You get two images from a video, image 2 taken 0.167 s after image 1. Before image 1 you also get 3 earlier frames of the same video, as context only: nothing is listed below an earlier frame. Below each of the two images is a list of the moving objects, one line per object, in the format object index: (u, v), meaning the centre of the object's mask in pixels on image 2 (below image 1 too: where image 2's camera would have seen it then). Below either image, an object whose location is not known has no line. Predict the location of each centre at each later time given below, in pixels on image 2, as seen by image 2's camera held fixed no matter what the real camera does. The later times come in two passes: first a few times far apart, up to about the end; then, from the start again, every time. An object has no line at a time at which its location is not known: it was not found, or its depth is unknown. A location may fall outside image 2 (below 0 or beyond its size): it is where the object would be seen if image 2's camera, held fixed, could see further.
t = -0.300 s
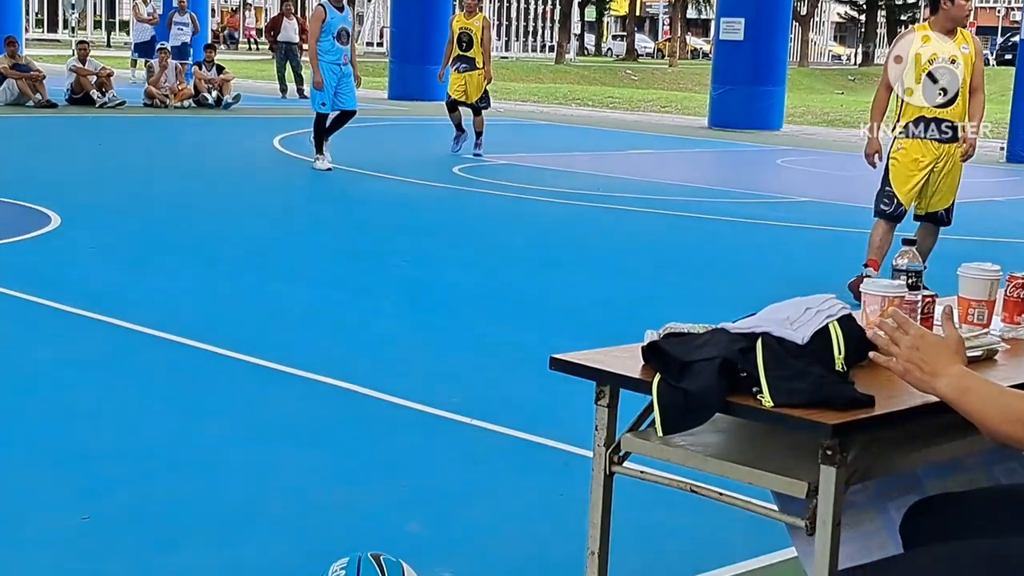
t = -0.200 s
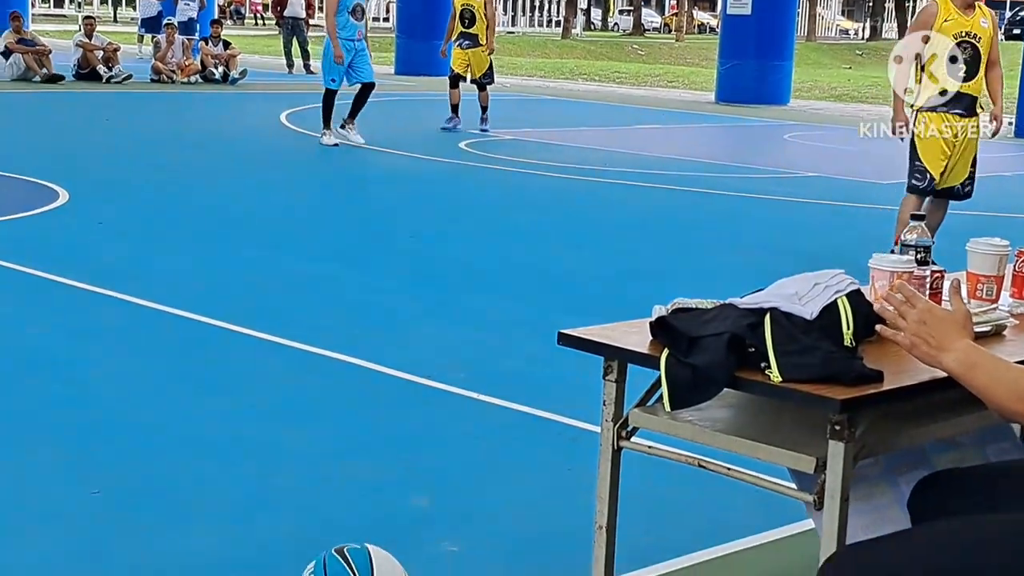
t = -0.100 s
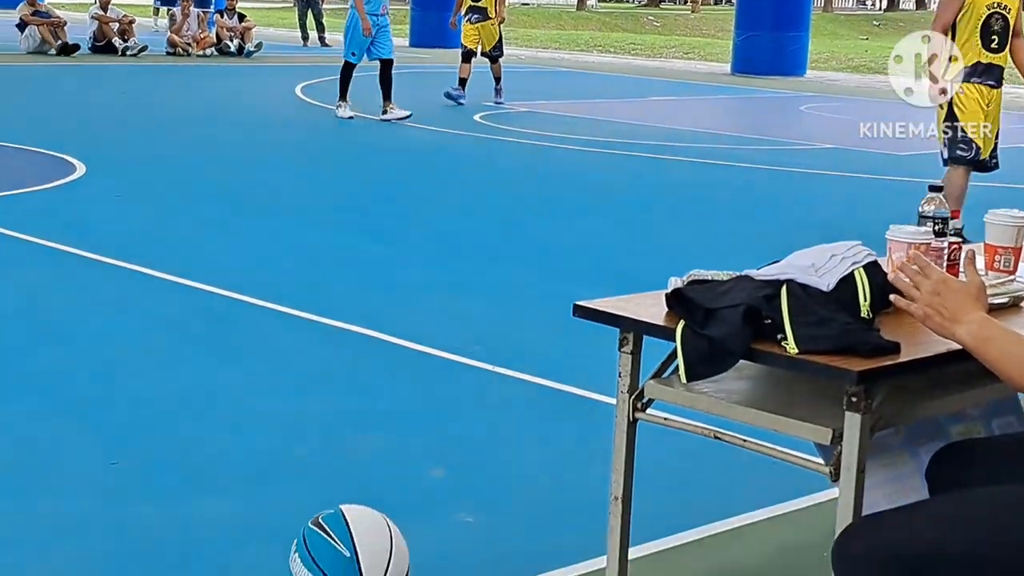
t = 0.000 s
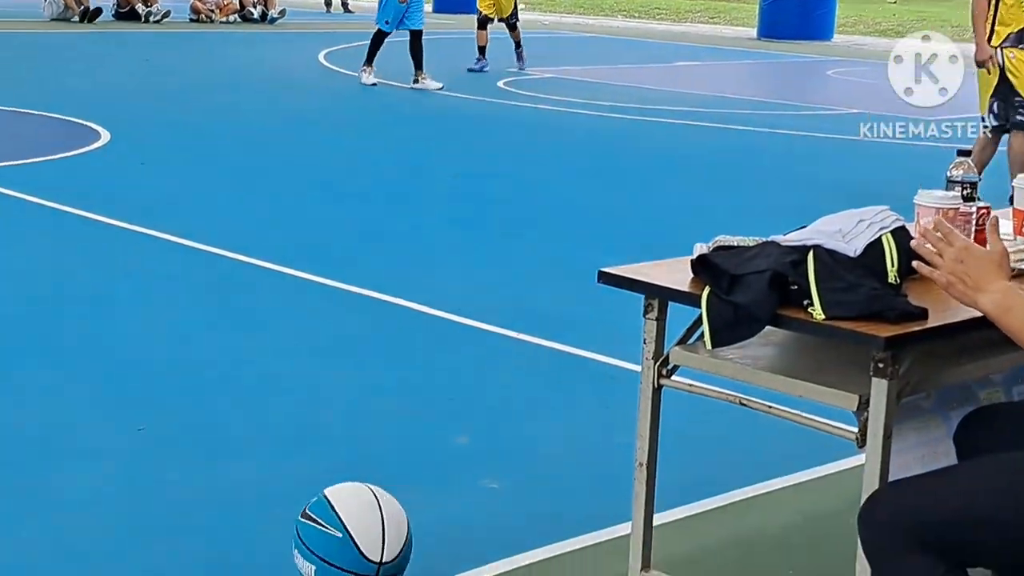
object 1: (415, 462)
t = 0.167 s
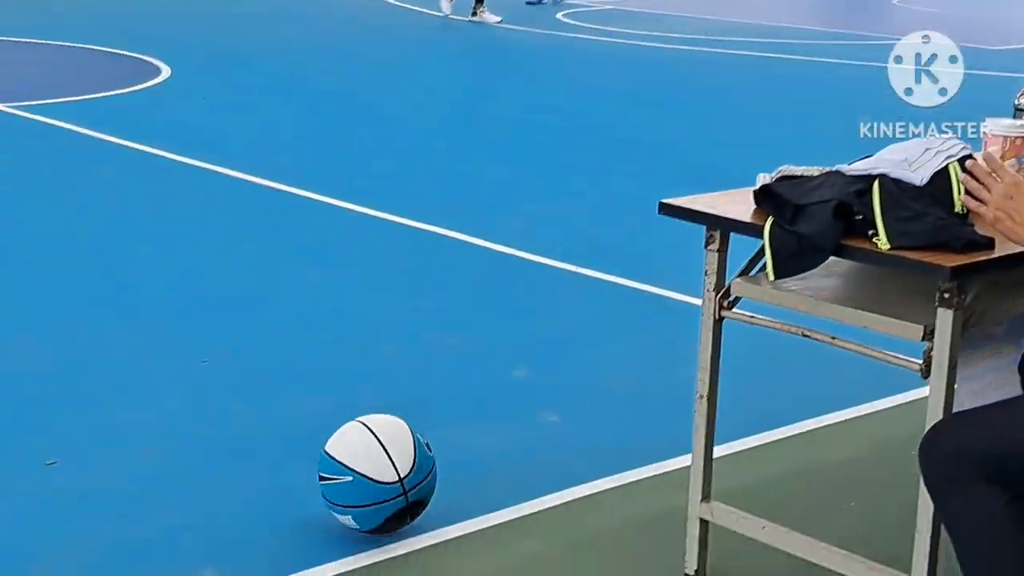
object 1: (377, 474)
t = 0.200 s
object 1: (369, 480)
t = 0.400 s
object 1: (328, 476)
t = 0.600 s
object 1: (290, 481)
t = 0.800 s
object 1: (253, 485)
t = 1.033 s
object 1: (212, 488)
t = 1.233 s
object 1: (178, 490)
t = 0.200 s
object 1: (369, 480)
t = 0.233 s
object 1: (362, 474)
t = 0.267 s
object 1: (355, 472)
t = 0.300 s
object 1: (348, 476)
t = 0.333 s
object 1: (341, 484)
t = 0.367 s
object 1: (334, 478)
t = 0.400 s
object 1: (328, 476)
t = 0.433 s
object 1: (321, 478)
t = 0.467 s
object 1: (315, 483)
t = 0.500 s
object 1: (309, 479)
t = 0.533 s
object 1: (303, 479)
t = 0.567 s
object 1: (296, 484)
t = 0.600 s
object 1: (290, 481)
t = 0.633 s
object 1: (283, 481)
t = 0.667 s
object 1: (277, 485)
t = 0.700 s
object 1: (270, 482)
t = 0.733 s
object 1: (264, 484)
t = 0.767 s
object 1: (257, 484)
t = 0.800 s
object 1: (253, 485)
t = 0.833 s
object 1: (246, 485)
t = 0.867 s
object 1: (241, 486)
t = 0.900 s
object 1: (235, 486)
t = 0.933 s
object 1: (230, 487)
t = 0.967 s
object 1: (223, 488)
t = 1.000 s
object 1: (218, 488)
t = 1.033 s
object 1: (212, 488)
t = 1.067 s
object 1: (207, 489)
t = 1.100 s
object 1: (202, 489)
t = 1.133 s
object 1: (195, 490)
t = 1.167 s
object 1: (190, 490)
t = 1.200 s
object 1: (182, 490)
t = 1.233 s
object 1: (178, 490)
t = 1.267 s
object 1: (175, 491)
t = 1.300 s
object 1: (170, 491)
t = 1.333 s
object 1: (164, 491)
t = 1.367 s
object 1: (159, 492)
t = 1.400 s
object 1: (155, 492)
